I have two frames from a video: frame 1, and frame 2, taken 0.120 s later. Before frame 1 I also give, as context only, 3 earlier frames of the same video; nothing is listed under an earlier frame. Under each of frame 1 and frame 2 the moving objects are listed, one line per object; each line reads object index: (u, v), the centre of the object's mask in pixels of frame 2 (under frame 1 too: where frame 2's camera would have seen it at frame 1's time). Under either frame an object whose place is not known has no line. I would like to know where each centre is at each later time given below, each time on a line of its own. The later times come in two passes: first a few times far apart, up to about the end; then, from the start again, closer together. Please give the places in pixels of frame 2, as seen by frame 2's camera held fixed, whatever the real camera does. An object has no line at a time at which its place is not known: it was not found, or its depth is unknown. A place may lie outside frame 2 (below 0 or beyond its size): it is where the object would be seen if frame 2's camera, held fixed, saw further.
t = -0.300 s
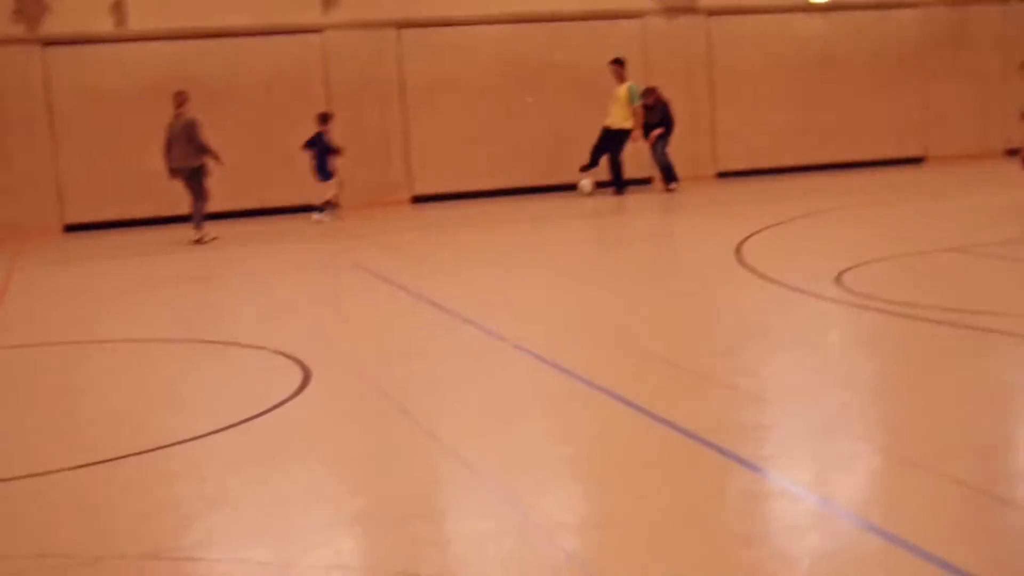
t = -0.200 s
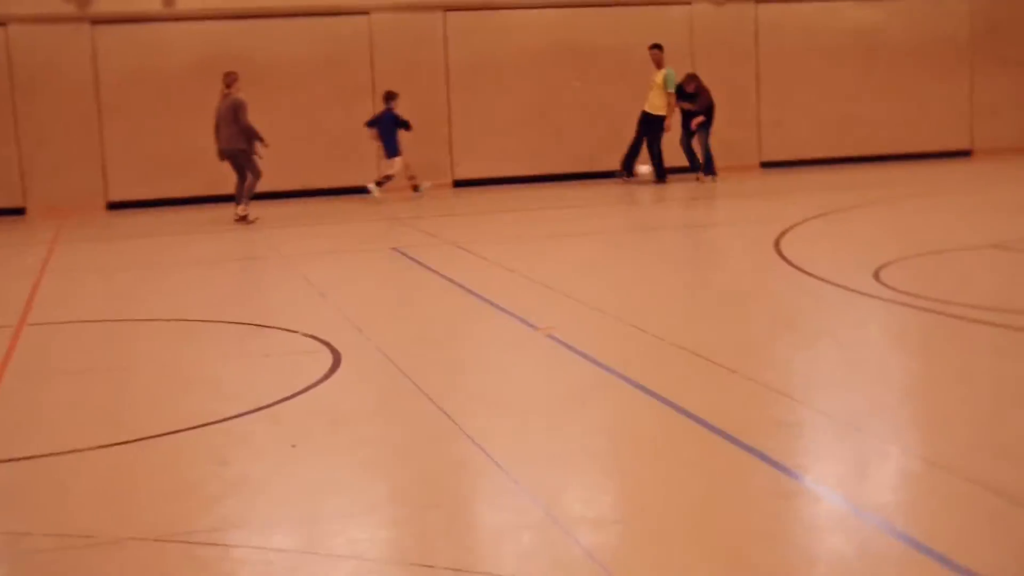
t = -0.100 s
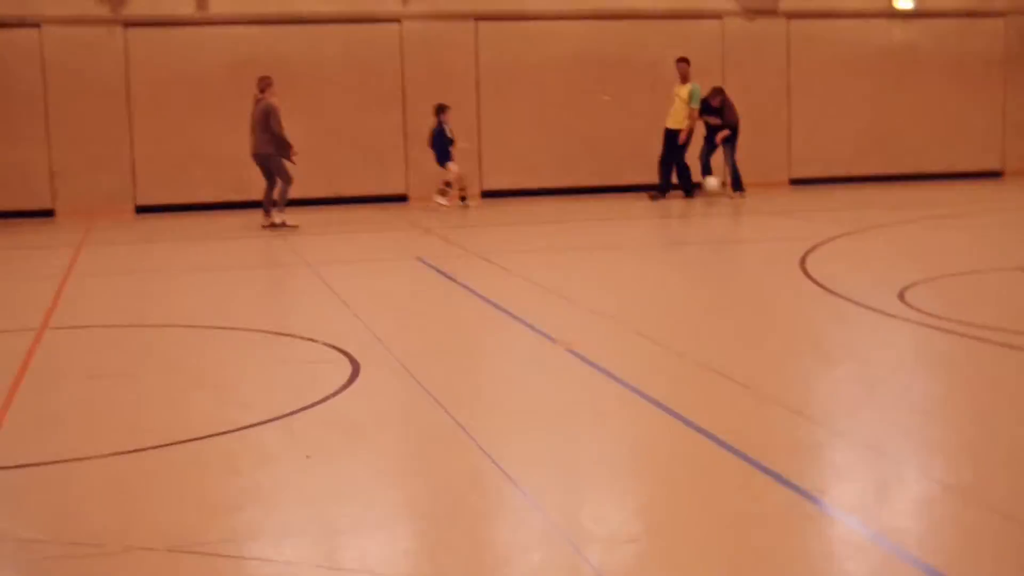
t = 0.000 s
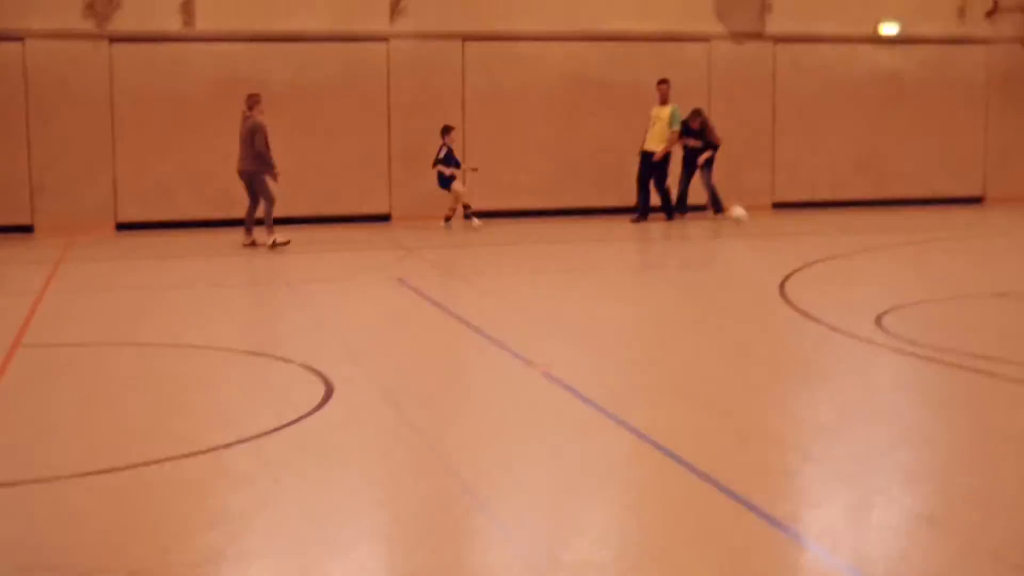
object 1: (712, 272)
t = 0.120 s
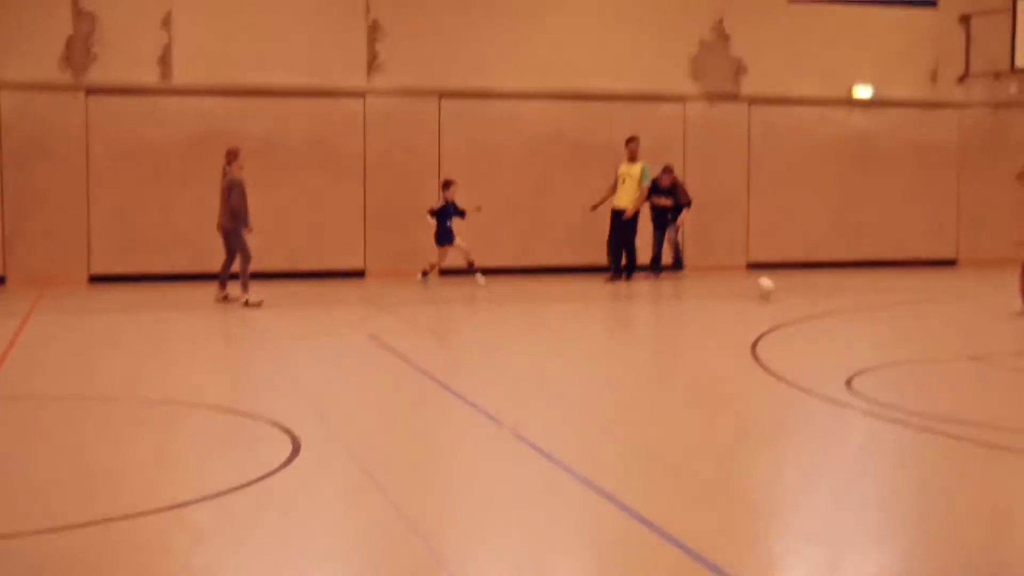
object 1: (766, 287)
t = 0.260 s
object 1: (824, 292)
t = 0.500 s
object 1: (923, 305)
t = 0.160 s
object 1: (783, 287)
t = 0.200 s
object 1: (798, 288)
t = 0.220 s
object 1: (807, 289)
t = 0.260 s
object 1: (824, 292)
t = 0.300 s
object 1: (841, 299)
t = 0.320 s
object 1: (851, 302)
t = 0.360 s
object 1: (867, 299)
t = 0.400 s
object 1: (883, 299)
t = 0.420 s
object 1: (892, 300)
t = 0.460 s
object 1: (908, 302)
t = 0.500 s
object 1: (923, 305)
